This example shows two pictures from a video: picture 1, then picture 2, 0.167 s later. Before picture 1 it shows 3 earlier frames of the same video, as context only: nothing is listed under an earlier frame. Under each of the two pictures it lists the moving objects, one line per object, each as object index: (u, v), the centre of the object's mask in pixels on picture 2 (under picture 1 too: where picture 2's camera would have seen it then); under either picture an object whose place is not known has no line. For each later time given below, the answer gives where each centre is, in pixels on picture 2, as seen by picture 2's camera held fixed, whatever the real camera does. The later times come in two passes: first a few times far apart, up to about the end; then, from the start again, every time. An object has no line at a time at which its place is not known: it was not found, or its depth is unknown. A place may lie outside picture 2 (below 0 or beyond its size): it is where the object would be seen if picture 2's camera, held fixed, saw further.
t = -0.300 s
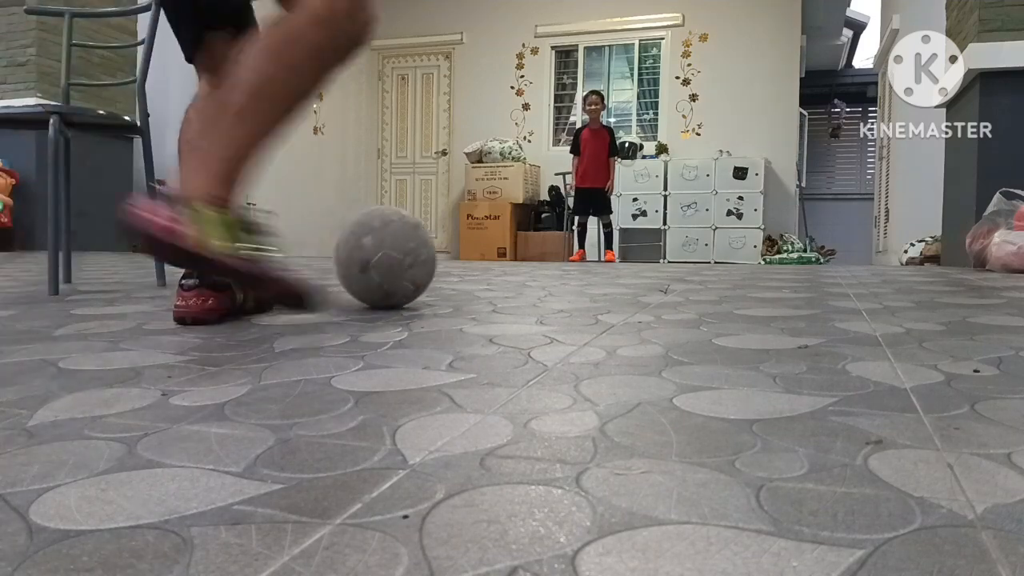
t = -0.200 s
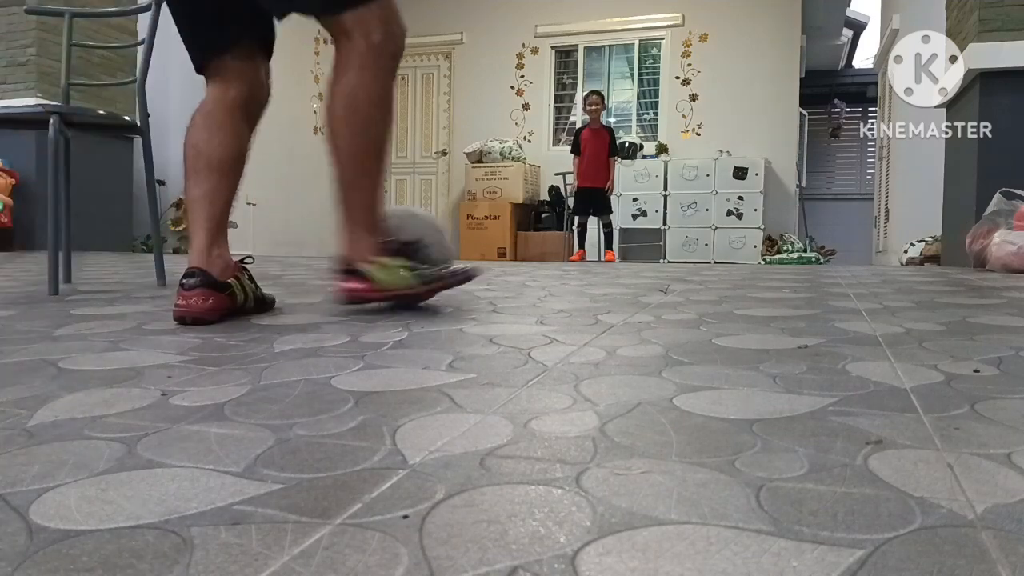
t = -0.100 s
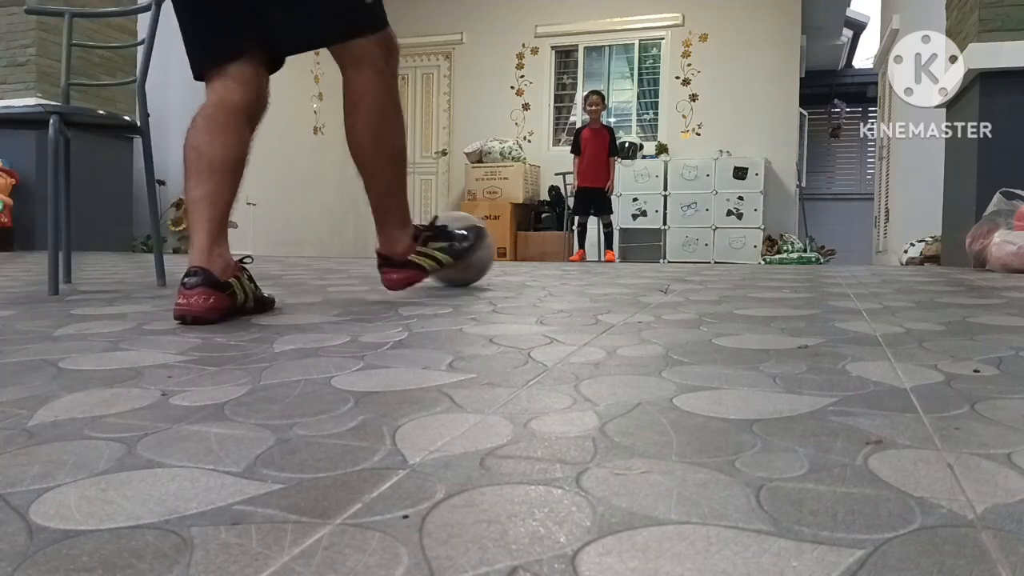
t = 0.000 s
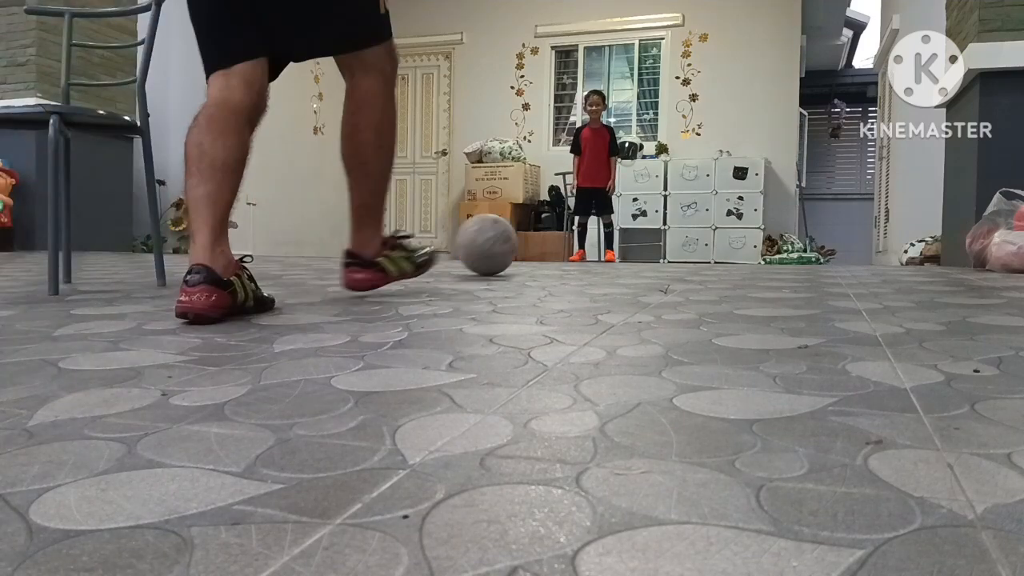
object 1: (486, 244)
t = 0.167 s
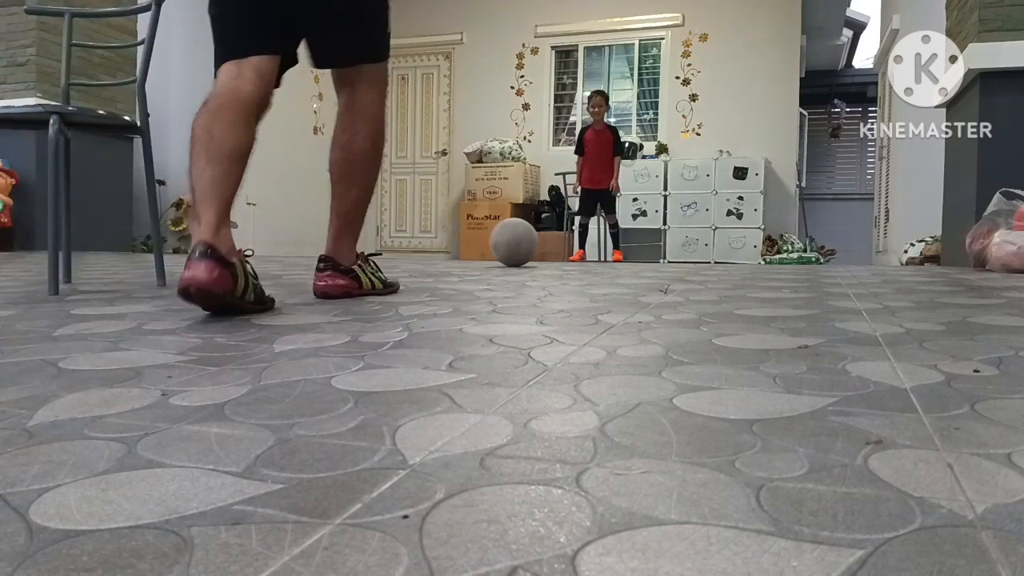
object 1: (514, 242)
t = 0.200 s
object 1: (517, 242)
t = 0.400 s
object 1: (531, 242)
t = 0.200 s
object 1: (517, 242)
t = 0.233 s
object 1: (520, 242)
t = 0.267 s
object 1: (523, 242)
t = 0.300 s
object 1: (525, 242)
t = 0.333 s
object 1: (527, 243)
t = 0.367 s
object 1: (530, 242)
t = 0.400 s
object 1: (531, 242)
